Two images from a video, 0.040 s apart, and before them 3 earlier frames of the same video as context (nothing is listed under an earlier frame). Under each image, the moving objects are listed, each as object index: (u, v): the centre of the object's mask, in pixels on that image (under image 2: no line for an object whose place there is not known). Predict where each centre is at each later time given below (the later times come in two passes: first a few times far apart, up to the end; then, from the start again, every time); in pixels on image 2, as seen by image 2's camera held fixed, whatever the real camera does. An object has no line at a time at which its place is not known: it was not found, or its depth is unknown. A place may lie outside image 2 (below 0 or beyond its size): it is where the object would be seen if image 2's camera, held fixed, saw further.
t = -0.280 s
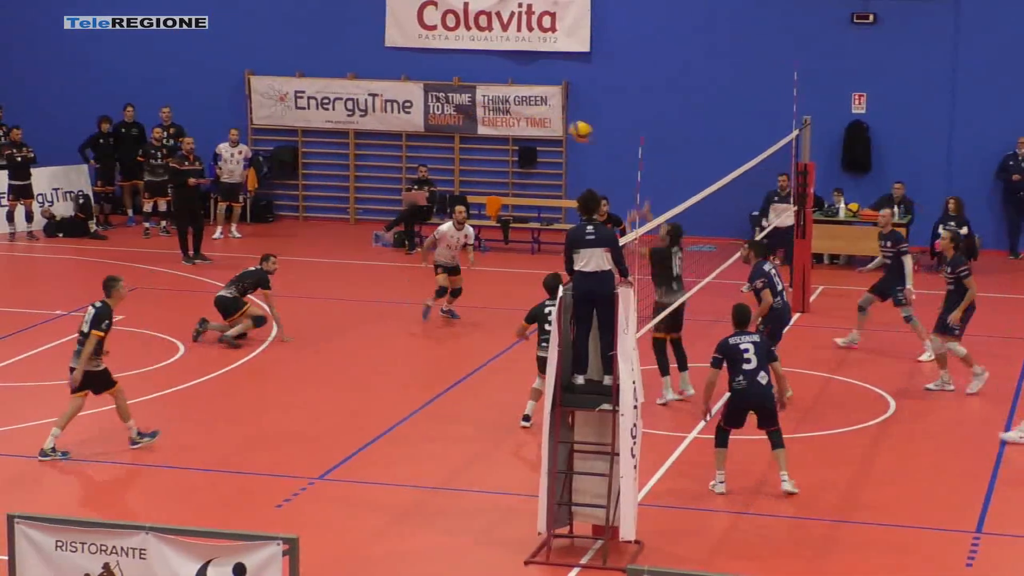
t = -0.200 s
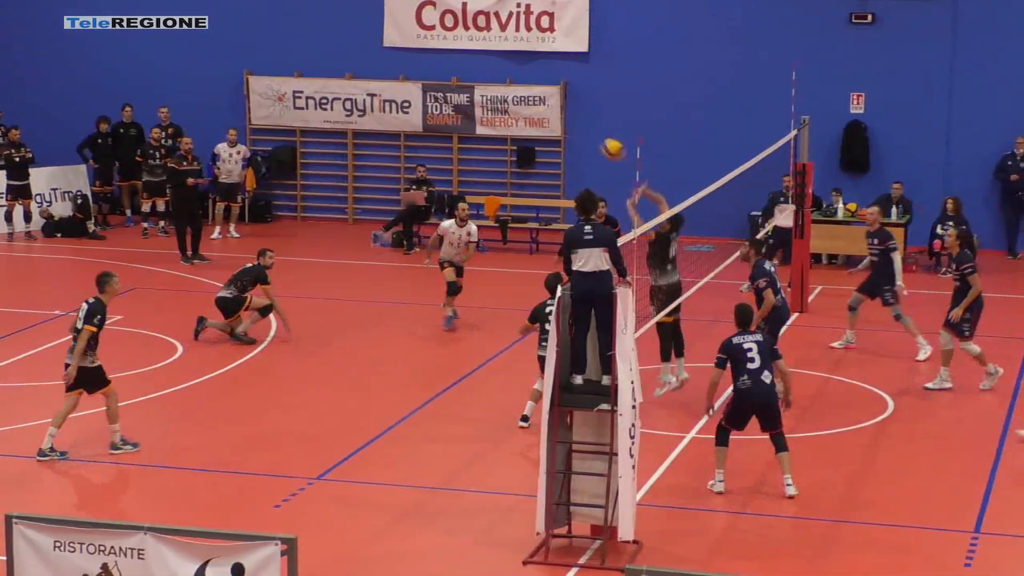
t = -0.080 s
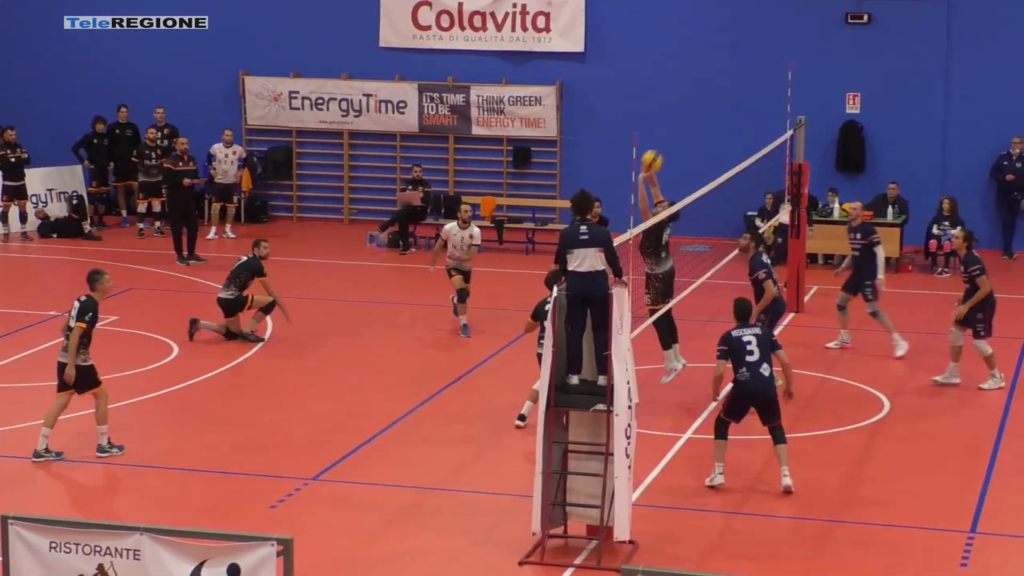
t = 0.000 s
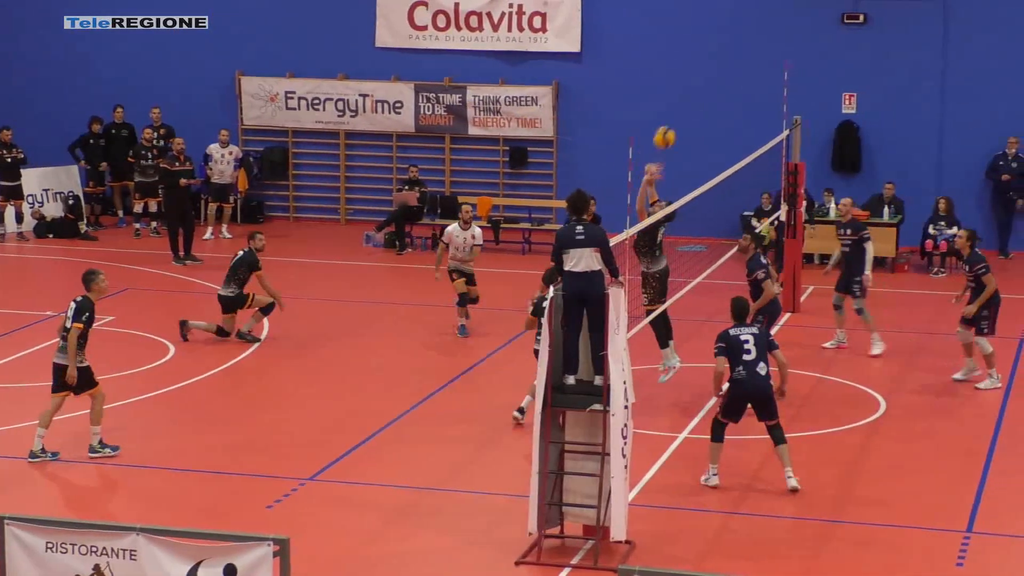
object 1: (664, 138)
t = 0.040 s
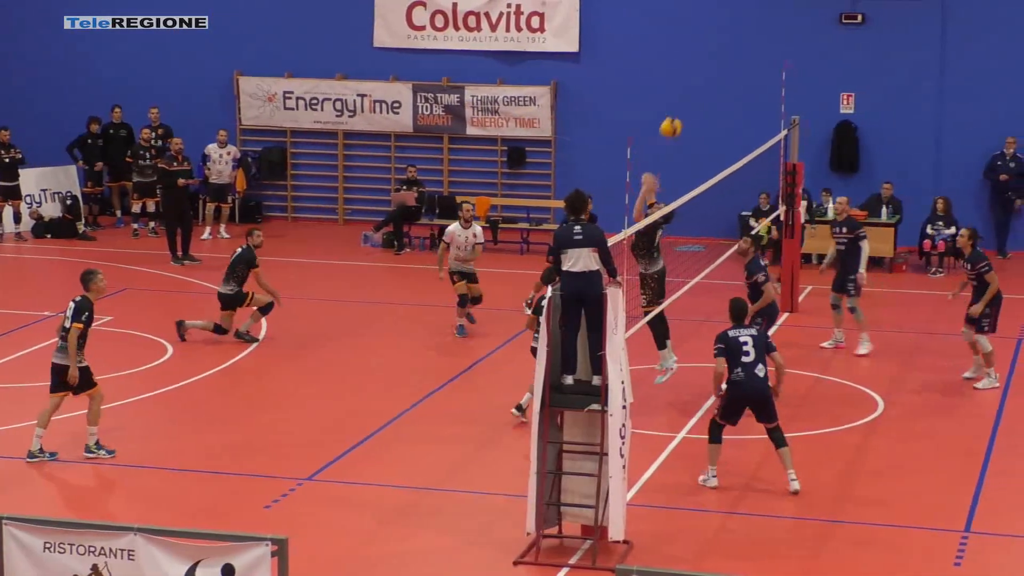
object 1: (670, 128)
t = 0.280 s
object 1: (720, 98)
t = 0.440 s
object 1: (753, 108)
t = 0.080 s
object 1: (679, 119)
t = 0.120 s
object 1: (687, 112)
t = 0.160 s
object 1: (695, 106)
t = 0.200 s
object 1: (704, 102)
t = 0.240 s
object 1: (712, 100)
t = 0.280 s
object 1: (720, 98)
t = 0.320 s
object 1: (728, 99)
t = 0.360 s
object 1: (737, 101)
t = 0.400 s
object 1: (745, 104)
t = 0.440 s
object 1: (753, 108)
